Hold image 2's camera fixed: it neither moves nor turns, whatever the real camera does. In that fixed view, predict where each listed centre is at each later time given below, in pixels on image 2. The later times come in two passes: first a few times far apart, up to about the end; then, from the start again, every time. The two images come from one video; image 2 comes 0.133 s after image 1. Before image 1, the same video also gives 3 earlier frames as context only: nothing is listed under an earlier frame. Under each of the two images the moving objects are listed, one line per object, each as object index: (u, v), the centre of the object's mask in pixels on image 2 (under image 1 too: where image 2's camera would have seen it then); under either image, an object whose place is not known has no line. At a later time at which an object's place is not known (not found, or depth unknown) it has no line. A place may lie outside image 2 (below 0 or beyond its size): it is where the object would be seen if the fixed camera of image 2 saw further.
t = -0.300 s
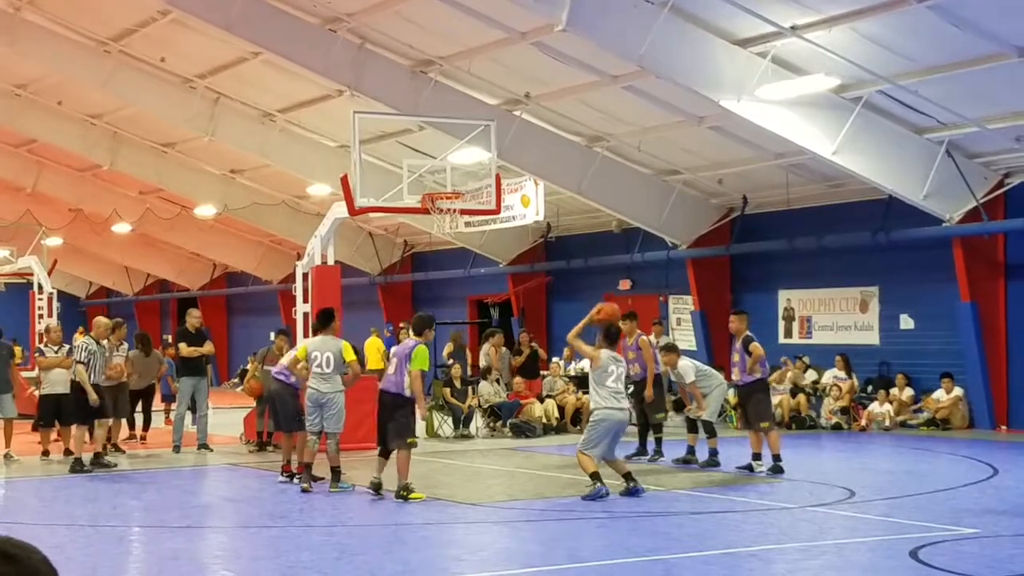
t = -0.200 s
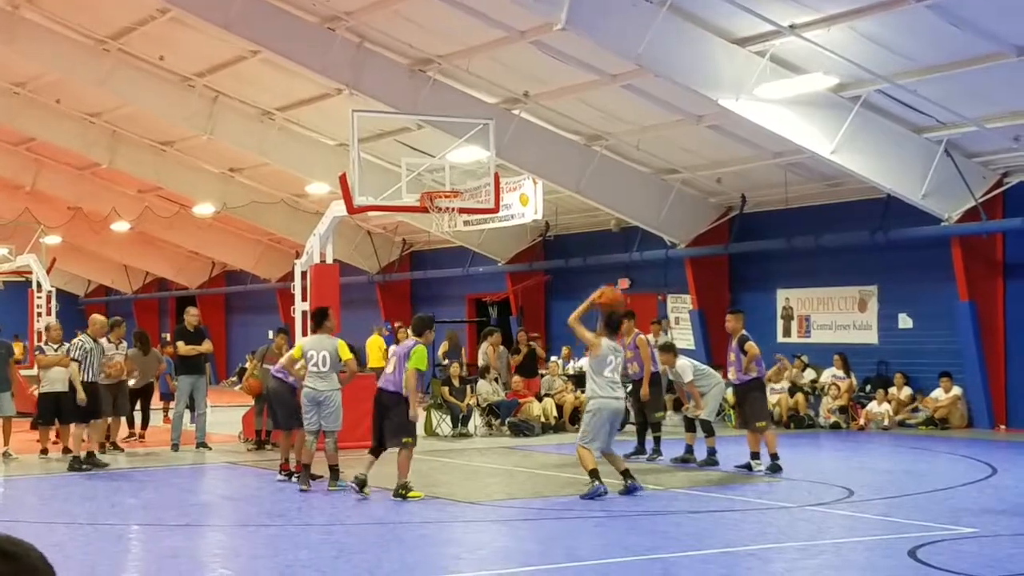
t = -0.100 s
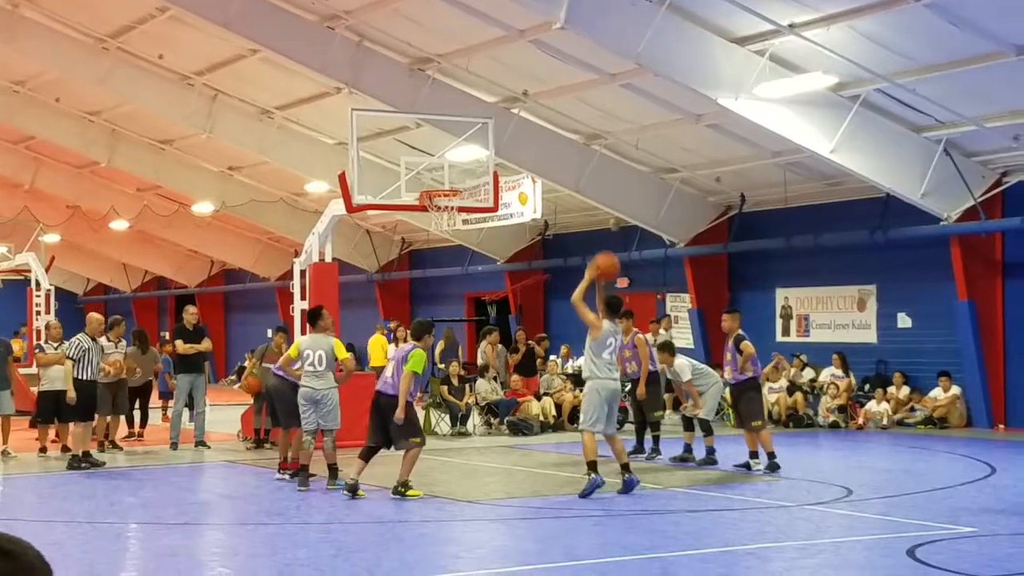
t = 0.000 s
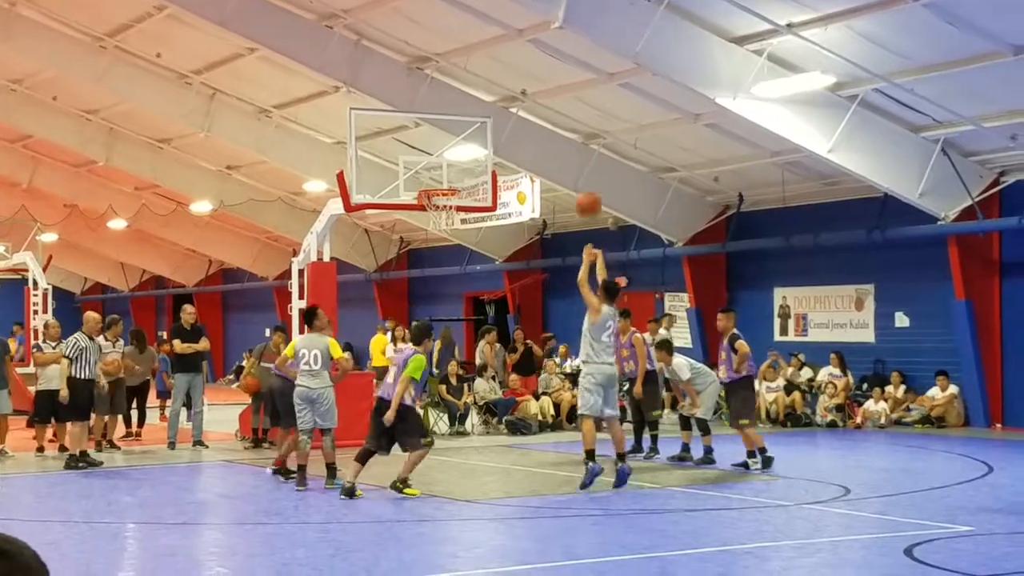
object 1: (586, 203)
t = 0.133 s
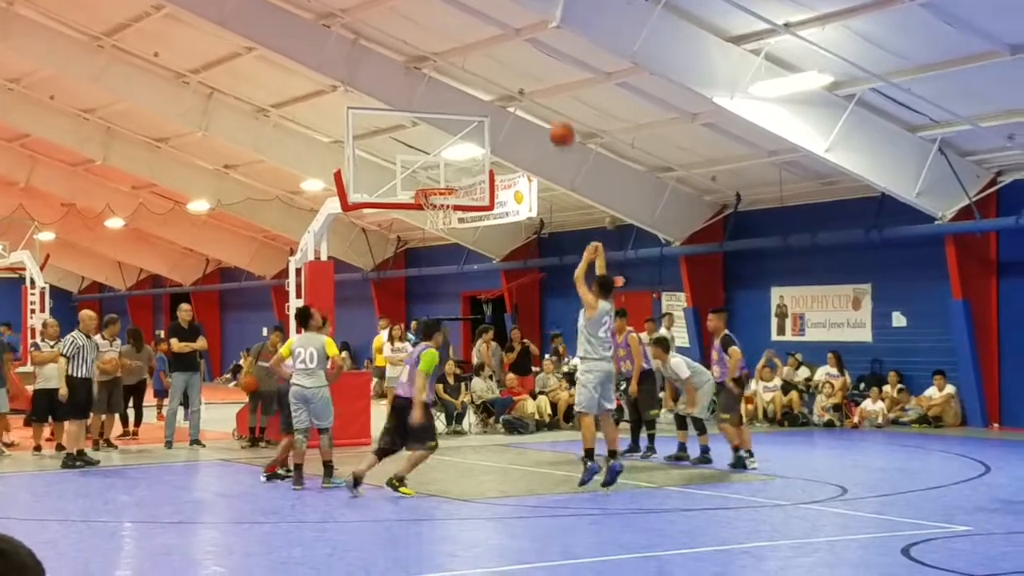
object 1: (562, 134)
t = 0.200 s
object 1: (551, 107)
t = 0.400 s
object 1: (521, 58)
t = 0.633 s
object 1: (489, 52)
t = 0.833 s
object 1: (464, 87)
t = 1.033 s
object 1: (441, 153)
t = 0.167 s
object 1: (557, 120)
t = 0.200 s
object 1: (551, 107)
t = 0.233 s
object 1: (546, 96)
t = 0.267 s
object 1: (540, 86)
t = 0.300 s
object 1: (535, 77)
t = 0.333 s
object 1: (531, 69)
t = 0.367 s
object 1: (526, 63)
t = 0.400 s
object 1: (521, 58)
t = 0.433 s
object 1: (516, 54)
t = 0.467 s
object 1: (511, 50)
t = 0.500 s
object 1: (506, 49)
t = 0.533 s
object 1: (502, 48)
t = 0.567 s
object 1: (498, 48)
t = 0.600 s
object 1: (493, 49)
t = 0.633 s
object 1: (489, 52)
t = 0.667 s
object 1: (485, 55)
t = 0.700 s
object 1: (480, 60)
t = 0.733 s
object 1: (476, 65)
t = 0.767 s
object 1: (473, 72)
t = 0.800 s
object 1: (469, 78)
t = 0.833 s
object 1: (464, 87)
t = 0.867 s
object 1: (460, 96)
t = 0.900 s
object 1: (458, 105)
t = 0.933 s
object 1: (453, 116)
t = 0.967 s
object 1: (449, 128)
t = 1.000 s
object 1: (446, 139)
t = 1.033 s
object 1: (441, 153)
